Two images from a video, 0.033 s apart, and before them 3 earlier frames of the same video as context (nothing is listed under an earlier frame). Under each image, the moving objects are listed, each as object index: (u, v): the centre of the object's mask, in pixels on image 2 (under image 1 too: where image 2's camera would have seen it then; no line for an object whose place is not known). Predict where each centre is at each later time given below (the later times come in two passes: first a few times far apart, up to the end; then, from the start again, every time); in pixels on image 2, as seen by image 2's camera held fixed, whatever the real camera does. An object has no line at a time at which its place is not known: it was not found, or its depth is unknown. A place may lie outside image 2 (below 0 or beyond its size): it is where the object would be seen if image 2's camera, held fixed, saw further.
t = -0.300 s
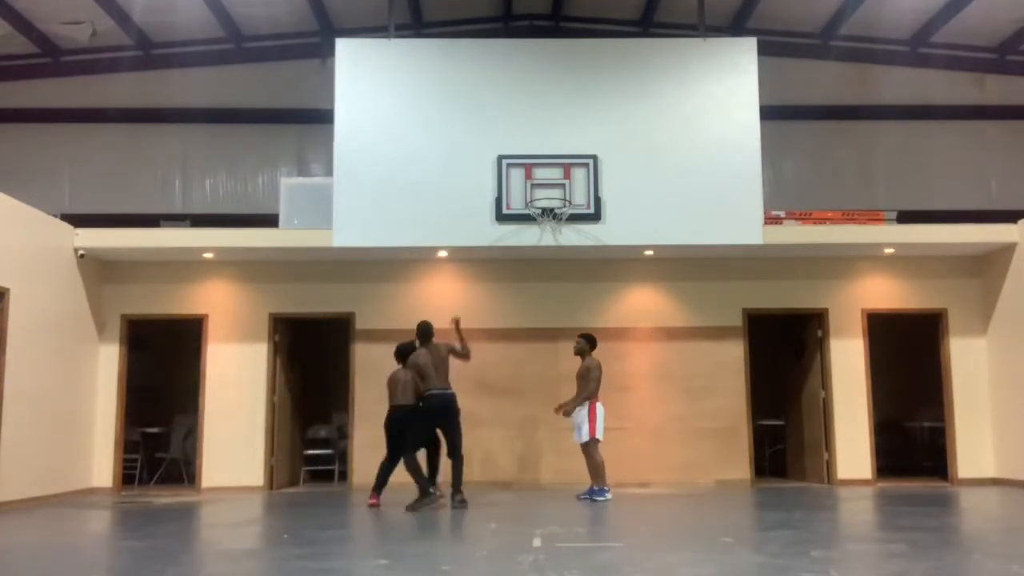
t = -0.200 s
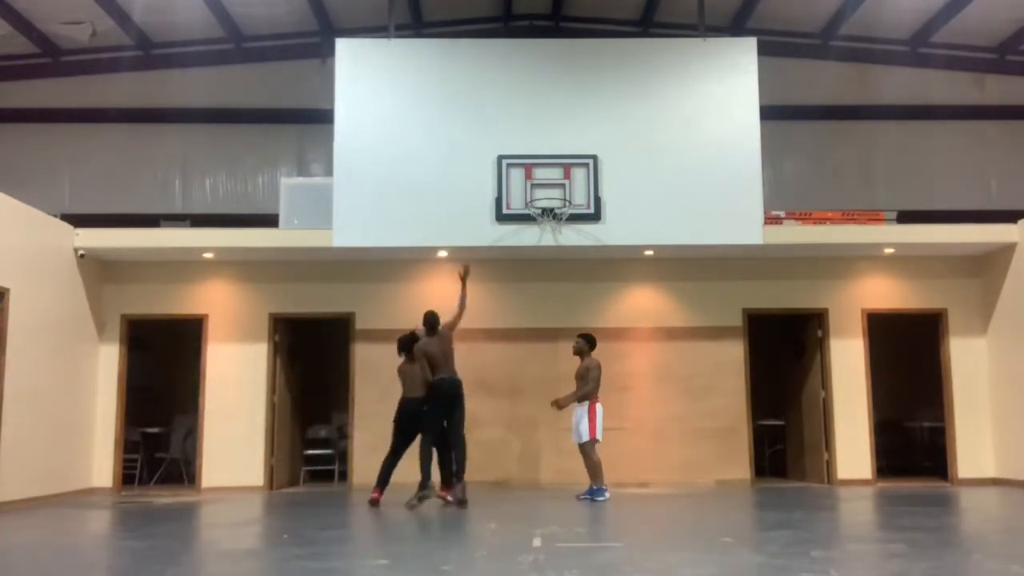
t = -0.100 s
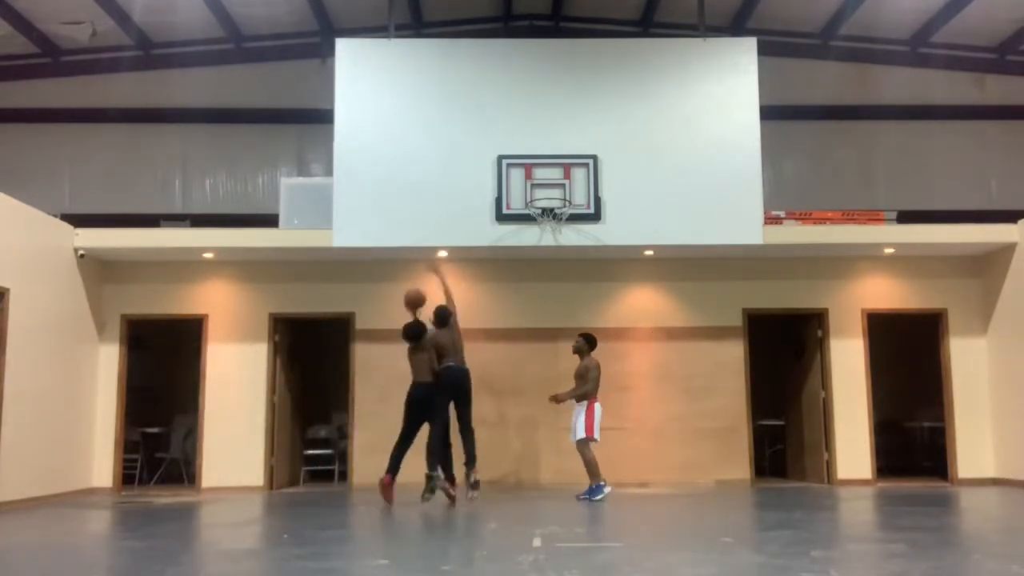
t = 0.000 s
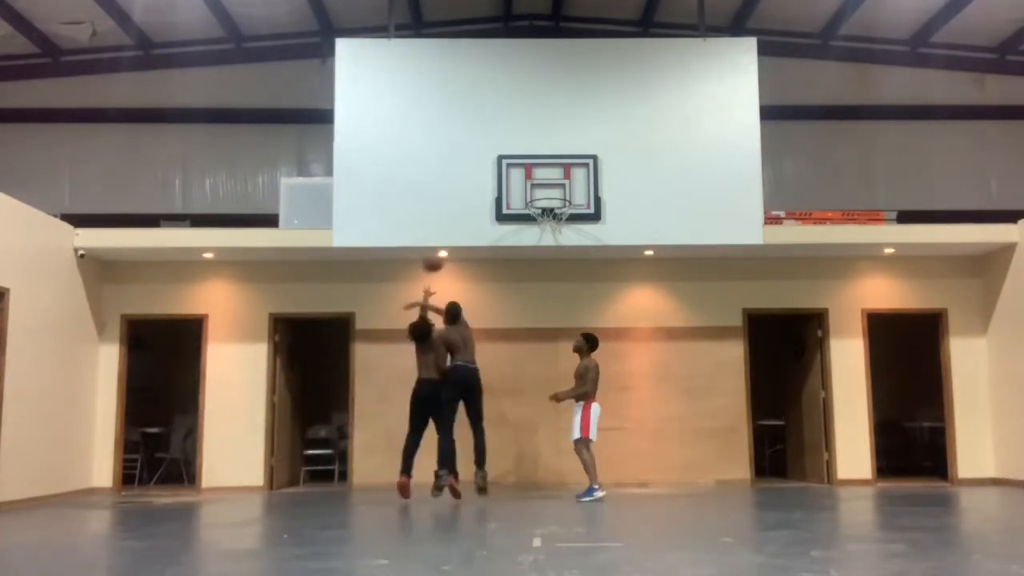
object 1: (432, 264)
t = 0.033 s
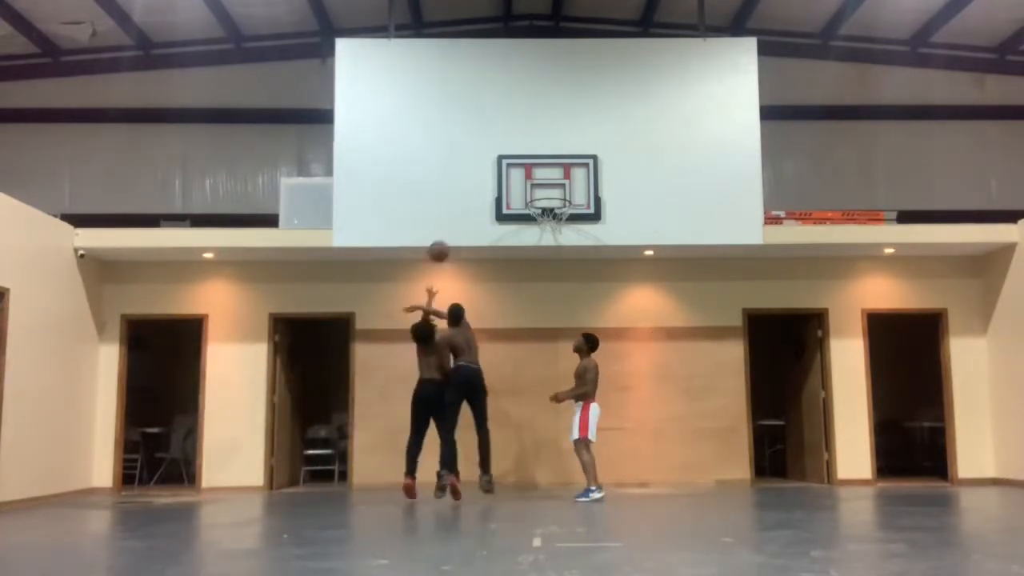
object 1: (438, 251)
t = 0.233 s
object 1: (474, 213)
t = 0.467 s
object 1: (469, 216)
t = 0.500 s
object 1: (465, 221)
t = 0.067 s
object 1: (445, 242)
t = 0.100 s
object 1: (451, 234)
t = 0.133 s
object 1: (457, 227)
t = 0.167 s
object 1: (463, 221)
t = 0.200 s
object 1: (469, 217)
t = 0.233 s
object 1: (474, 213)
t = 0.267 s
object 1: (480, 211)
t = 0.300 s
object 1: (486, 209)
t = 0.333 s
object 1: (486, 209)
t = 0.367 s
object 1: (482, 209)
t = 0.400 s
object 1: (477, 210)
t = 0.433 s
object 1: (473, 213)
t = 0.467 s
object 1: (469, 216)
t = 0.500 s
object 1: (465, 221)
